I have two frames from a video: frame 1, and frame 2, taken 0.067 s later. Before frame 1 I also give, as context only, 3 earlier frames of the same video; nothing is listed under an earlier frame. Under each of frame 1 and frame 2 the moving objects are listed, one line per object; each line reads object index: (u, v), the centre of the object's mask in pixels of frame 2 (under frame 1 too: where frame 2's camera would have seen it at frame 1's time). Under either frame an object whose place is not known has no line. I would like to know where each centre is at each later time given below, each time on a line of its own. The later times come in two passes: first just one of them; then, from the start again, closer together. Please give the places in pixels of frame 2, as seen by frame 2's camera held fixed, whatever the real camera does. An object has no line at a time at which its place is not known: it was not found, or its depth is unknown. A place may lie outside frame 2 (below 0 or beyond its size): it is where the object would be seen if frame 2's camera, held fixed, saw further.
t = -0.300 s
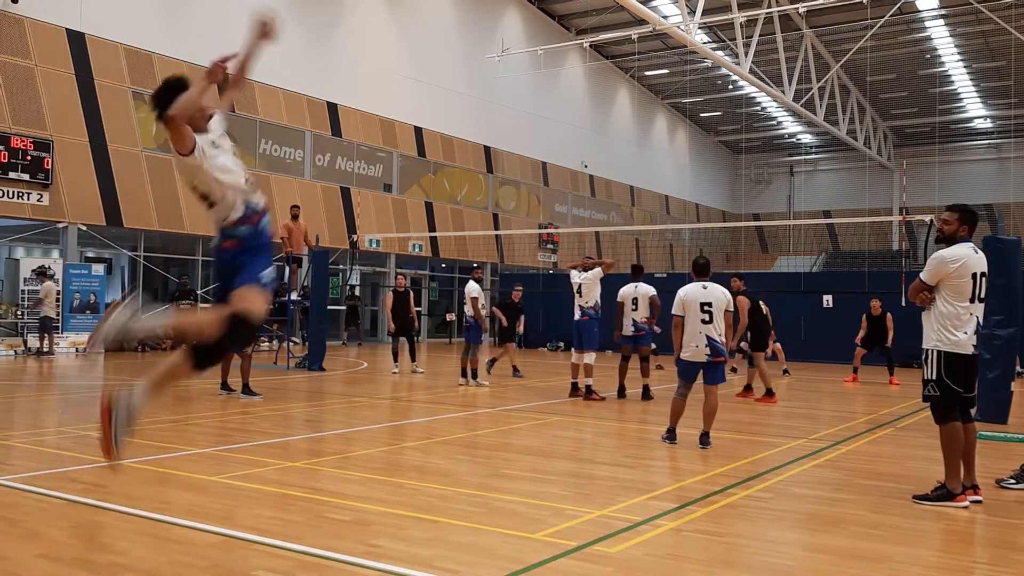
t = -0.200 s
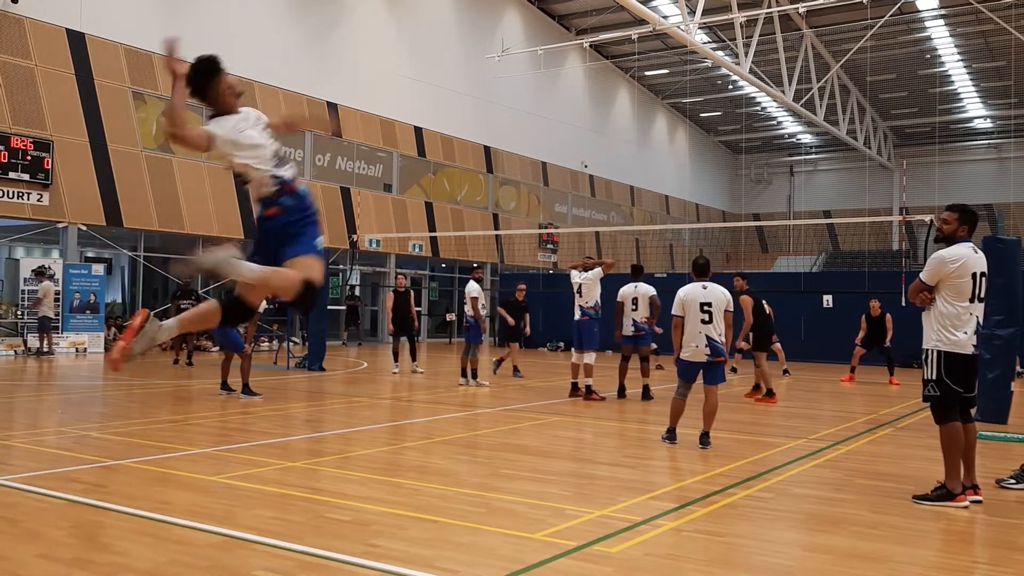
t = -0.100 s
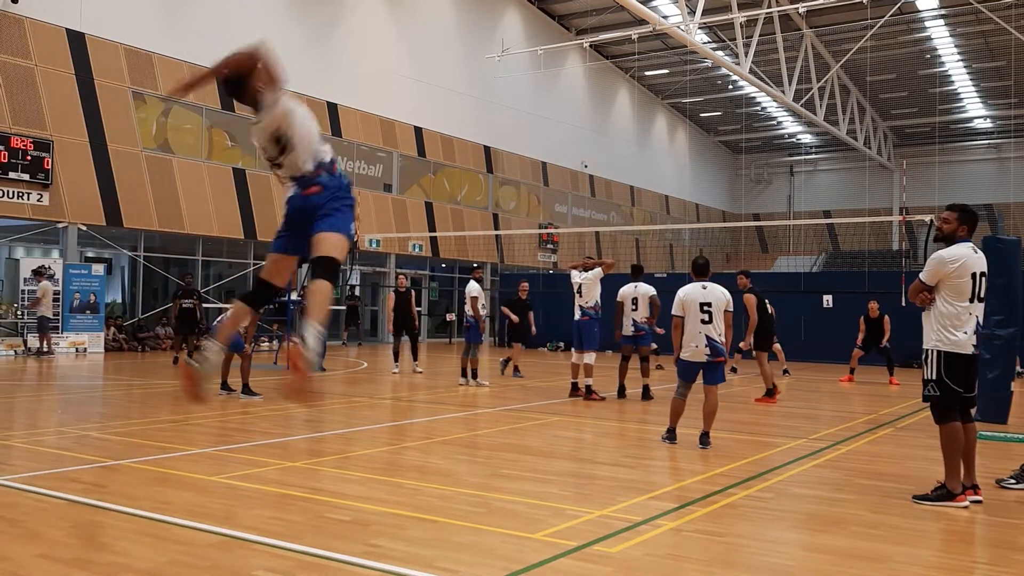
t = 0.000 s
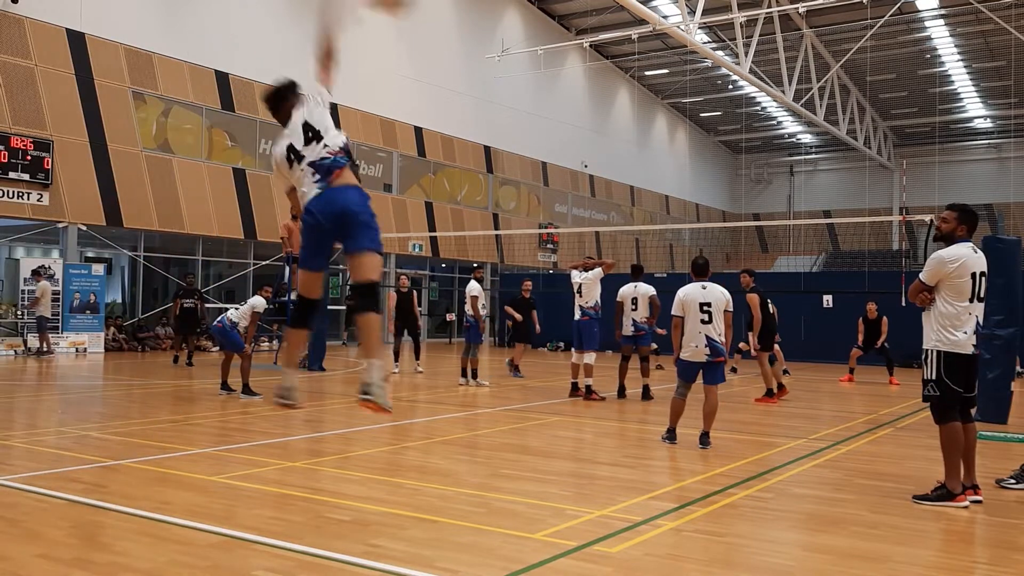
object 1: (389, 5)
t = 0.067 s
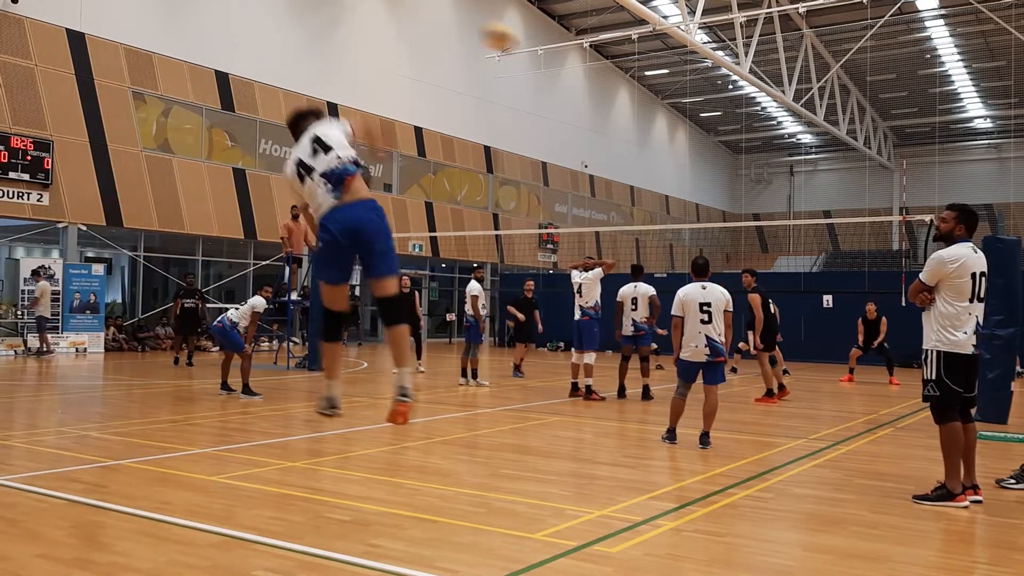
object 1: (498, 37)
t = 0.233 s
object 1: (640, 123)
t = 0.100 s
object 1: (540, 57)
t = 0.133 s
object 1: (574, 75)
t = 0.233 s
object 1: (640, 123)
